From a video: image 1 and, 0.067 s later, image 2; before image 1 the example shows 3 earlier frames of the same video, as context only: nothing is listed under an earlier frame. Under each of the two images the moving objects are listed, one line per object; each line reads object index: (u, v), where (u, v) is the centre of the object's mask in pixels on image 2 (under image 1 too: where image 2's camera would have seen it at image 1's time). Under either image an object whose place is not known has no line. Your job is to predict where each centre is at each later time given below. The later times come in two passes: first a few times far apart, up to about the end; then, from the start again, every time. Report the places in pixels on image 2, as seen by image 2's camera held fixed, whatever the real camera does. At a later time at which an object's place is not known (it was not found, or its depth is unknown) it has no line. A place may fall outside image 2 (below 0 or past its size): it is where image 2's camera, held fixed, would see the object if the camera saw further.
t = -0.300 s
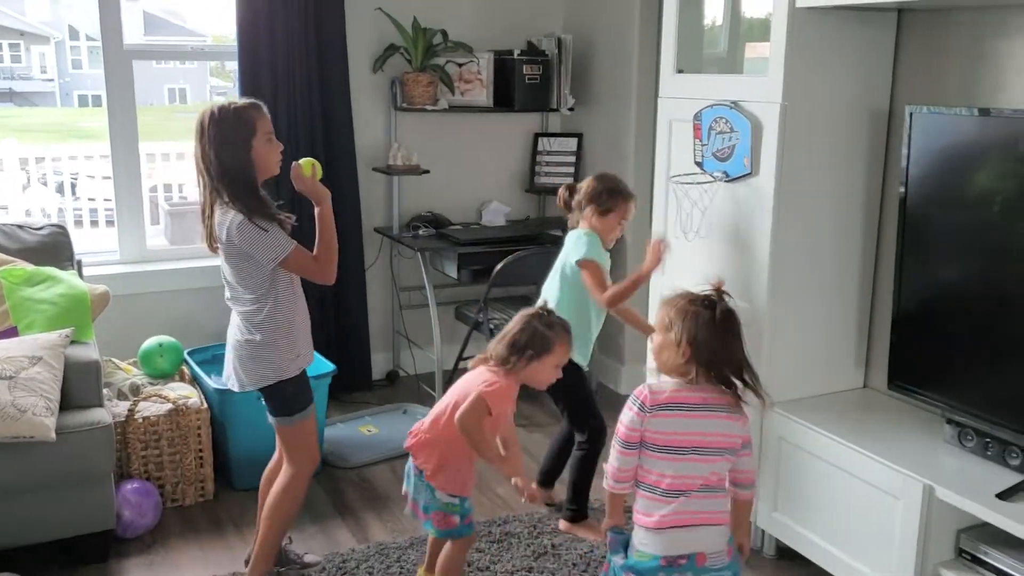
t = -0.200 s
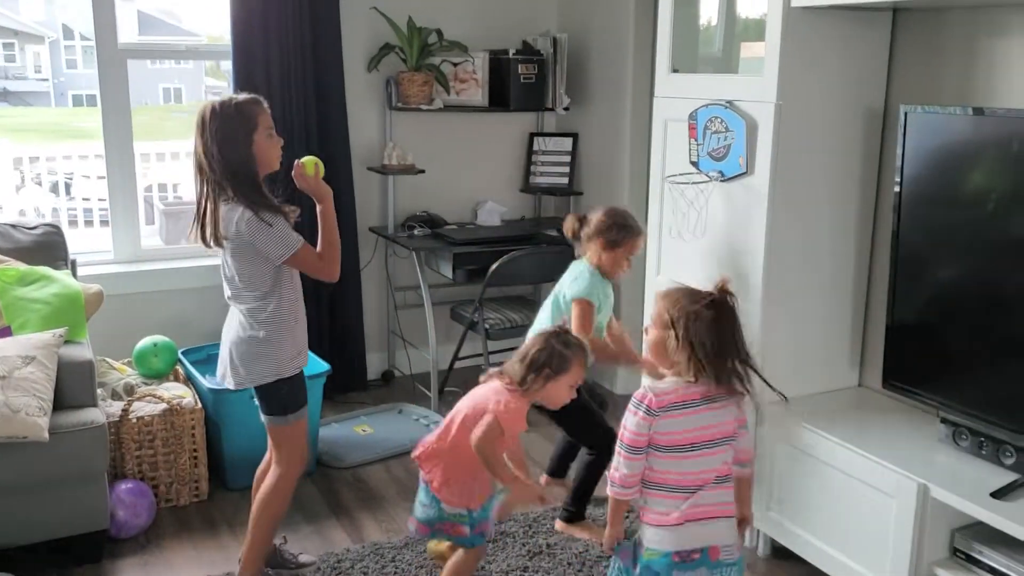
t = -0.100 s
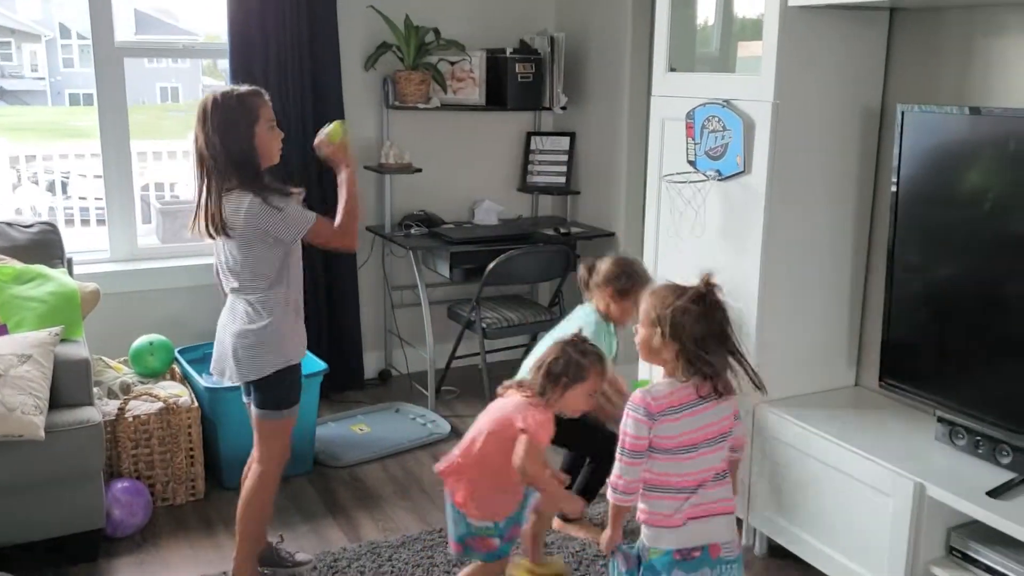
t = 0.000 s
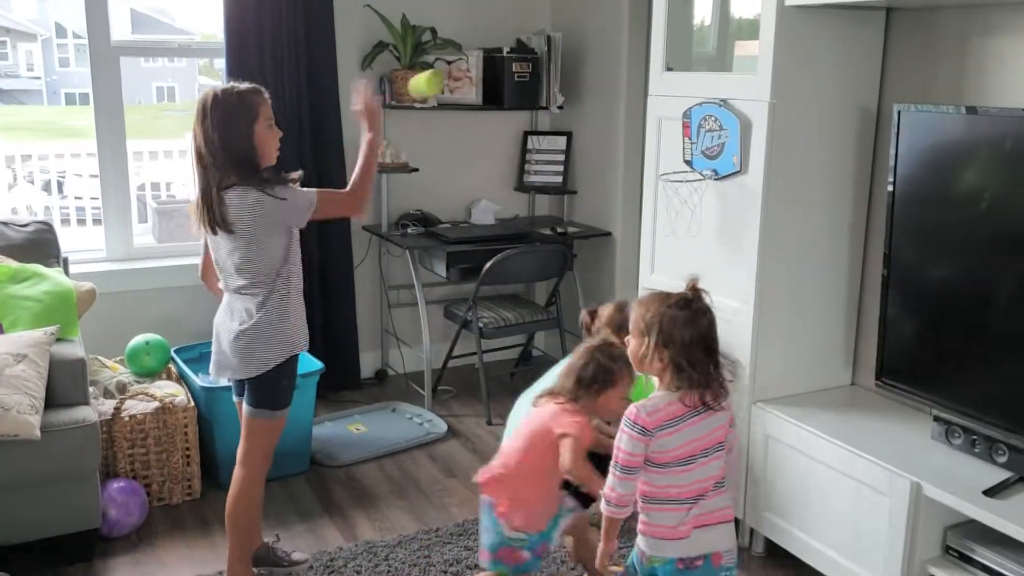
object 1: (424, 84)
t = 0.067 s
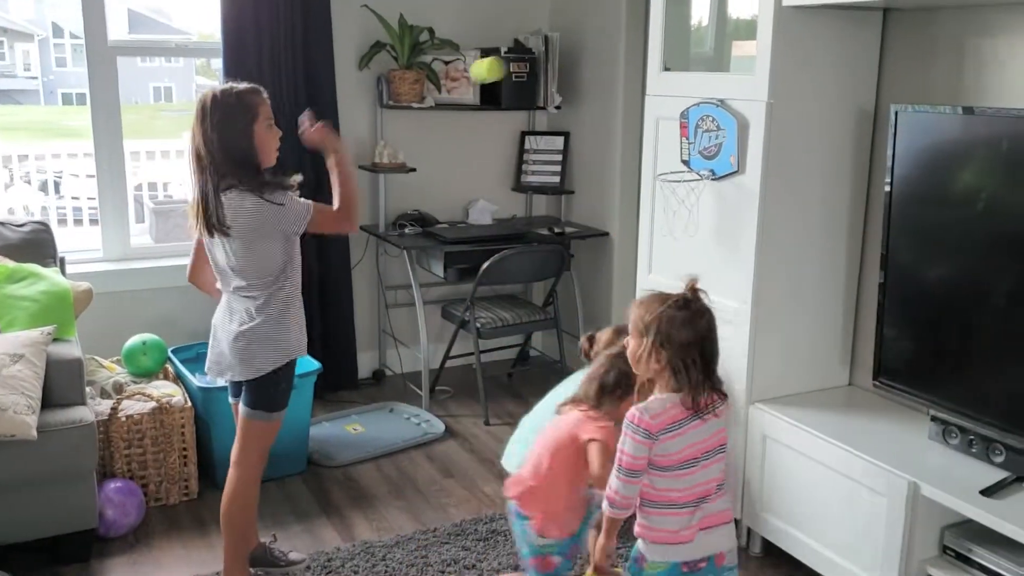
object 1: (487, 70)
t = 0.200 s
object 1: (603, 89)
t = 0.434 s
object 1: (660, 160)
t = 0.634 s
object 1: (595, 233)
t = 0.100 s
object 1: (518, 69)
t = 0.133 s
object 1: (548, 72)
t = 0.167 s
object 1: (577, 78)
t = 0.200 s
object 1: (603, 89)
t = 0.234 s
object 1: (629, 102)
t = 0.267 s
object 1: (655, 119)
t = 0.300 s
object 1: (680, 139)
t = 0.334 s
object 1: (688, 158)
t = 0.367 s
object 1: (680, 161)
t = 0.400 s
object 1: (669, 158)
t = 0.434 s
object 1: (660, 160)
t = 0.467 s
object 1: (647, 165)
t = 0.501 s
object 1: (637, 172)
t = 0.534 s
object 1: (627, 182)
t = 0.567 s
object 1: (617, 194)
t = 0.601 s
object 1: (607, 212)
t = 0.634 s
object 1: (595, 233)
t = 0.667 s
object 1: (584, 257)
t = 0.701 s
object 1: (573, 284)
